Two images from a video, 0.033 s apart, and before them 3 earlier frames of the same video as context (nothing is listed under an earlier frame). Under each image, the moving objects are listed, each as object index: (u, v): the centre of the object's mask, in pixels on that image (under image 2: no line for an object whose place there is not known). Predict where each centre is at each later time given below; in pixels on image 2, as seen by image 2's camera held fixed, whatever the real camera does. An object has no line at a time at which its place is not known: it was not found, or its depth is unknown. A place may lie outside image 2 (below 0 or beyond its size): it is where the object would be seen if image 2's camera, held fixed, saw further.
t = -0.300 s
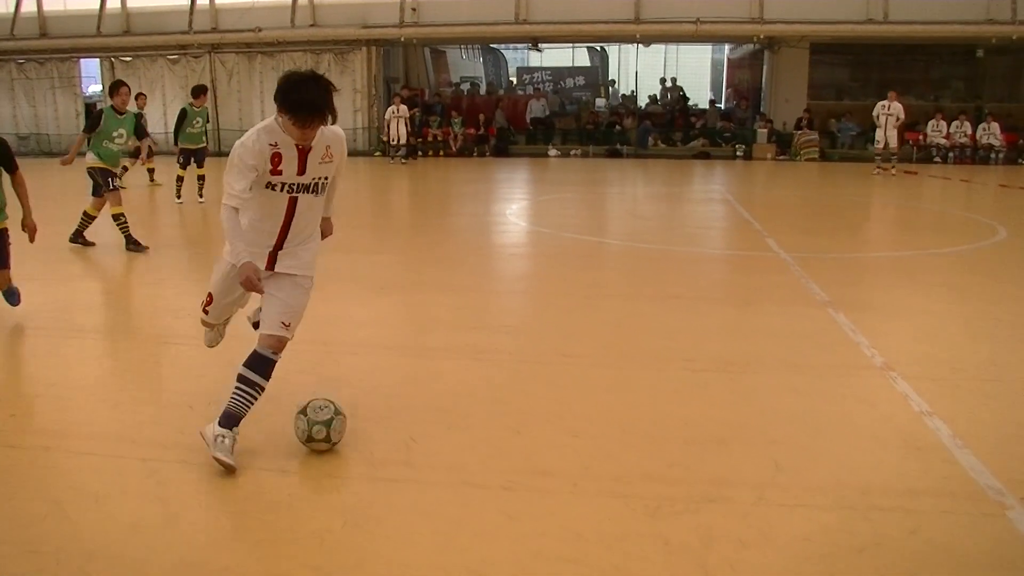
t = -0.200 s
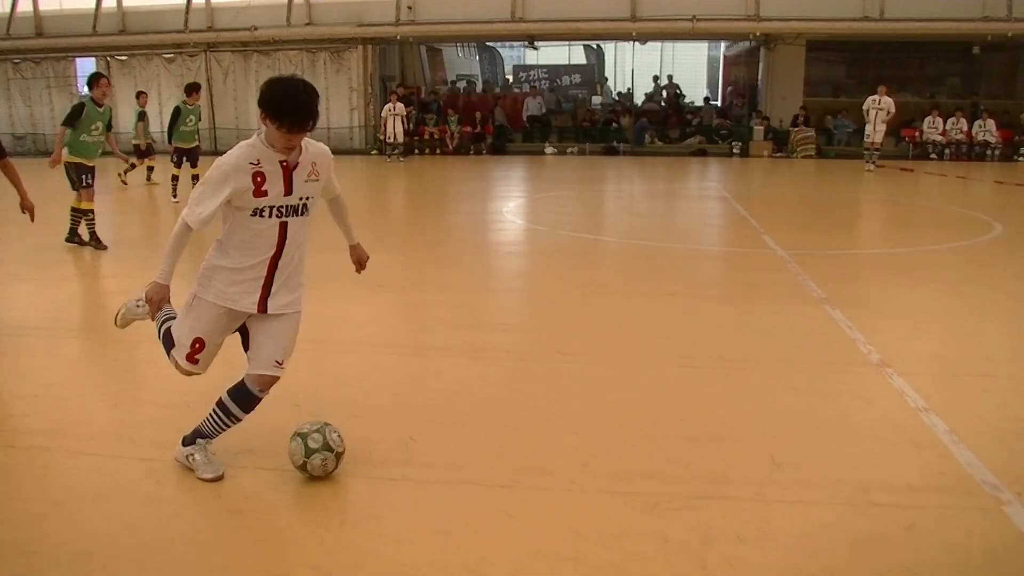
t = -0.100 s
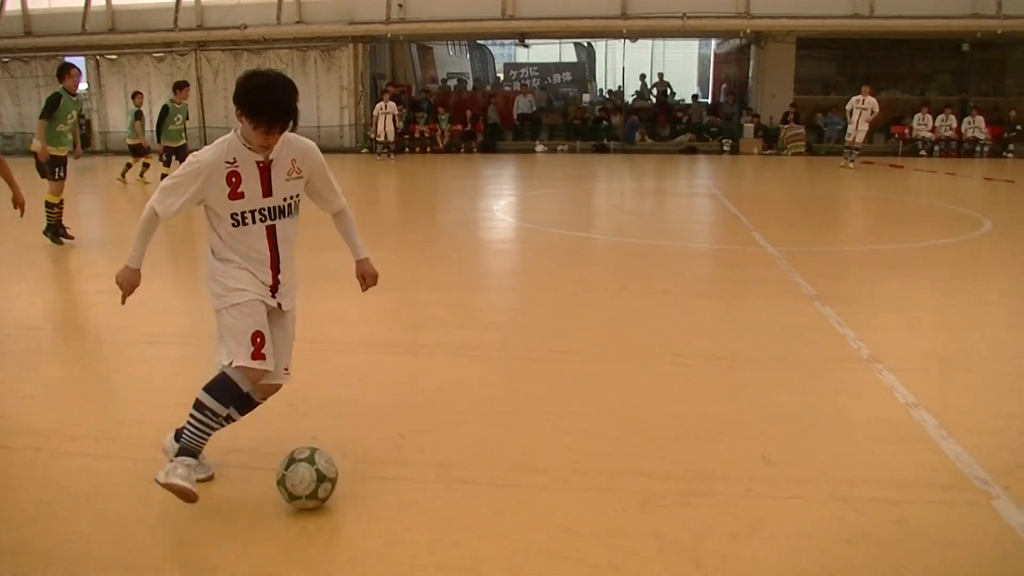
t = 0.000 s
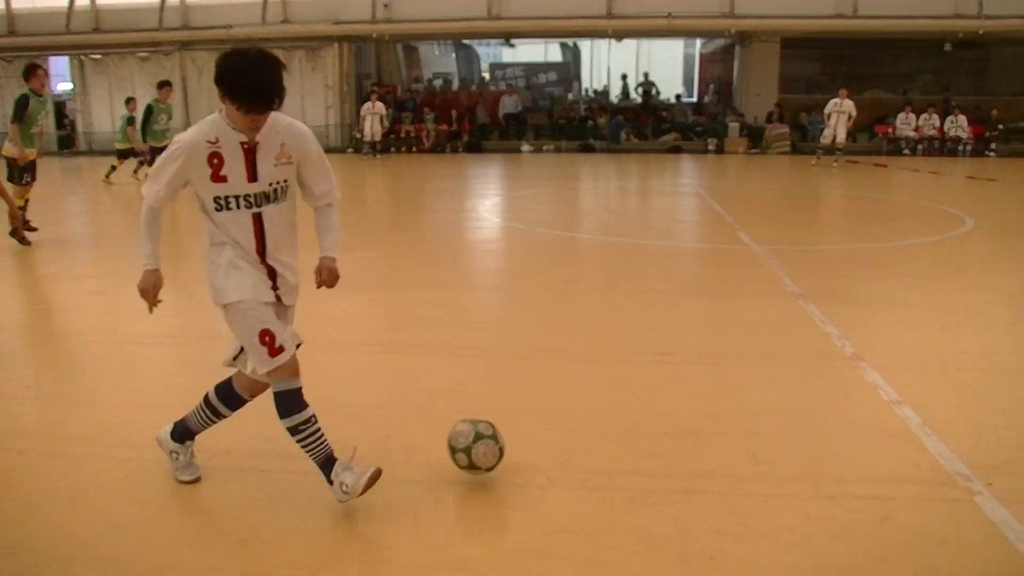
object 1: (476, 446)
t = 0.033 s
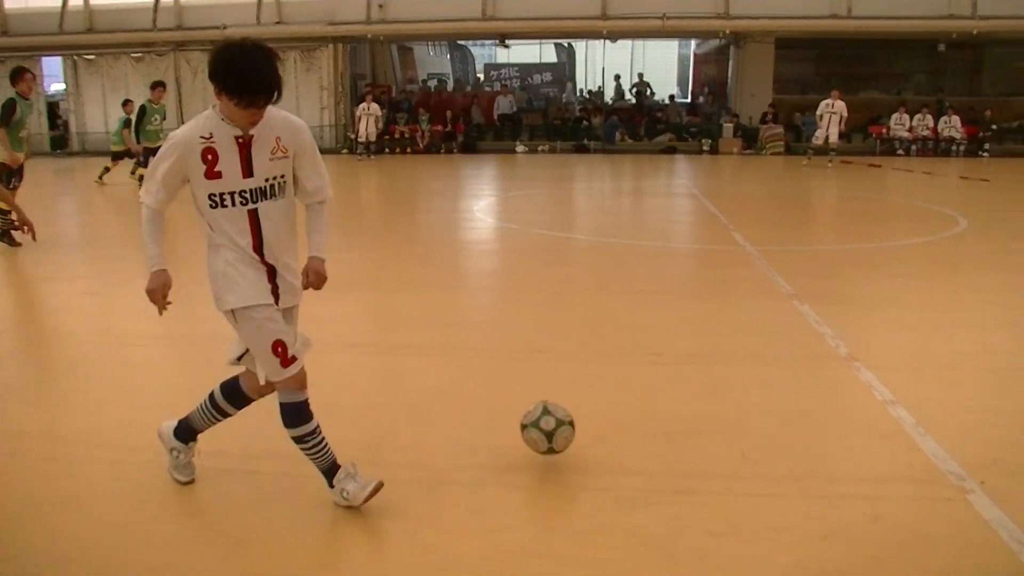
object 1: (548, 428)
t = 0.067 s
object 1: (618, 413)
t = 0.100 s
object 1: (680, 403)
